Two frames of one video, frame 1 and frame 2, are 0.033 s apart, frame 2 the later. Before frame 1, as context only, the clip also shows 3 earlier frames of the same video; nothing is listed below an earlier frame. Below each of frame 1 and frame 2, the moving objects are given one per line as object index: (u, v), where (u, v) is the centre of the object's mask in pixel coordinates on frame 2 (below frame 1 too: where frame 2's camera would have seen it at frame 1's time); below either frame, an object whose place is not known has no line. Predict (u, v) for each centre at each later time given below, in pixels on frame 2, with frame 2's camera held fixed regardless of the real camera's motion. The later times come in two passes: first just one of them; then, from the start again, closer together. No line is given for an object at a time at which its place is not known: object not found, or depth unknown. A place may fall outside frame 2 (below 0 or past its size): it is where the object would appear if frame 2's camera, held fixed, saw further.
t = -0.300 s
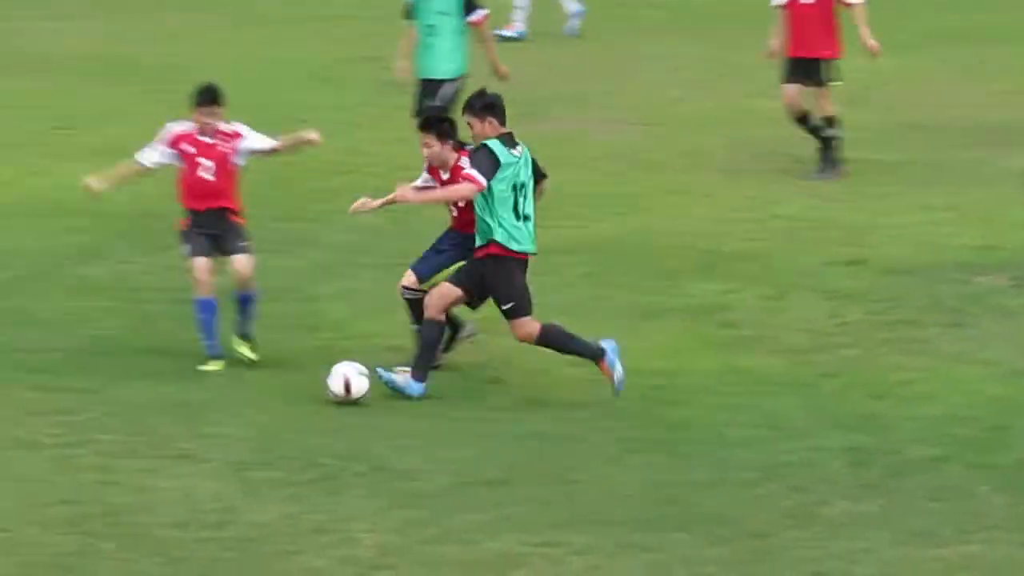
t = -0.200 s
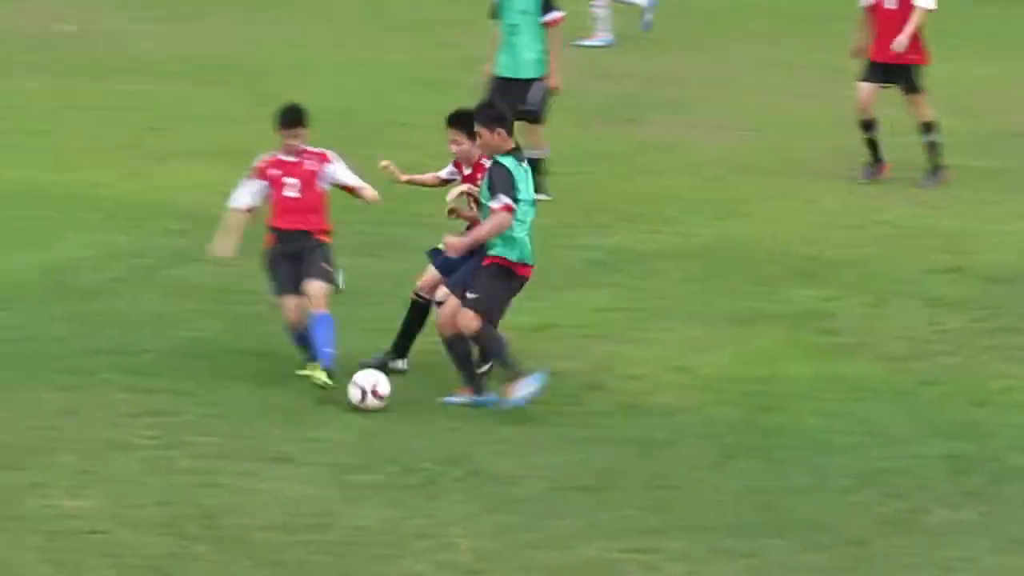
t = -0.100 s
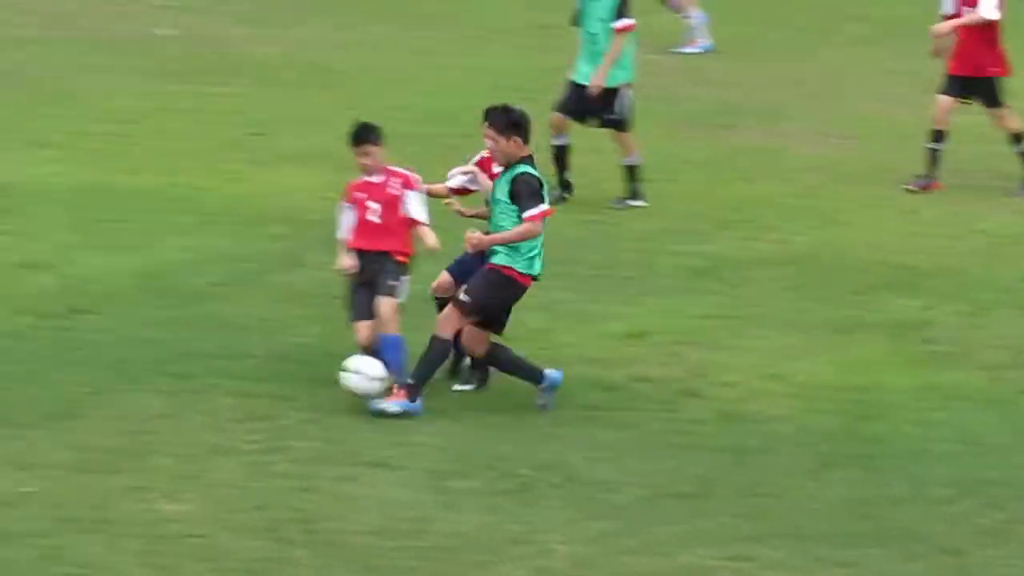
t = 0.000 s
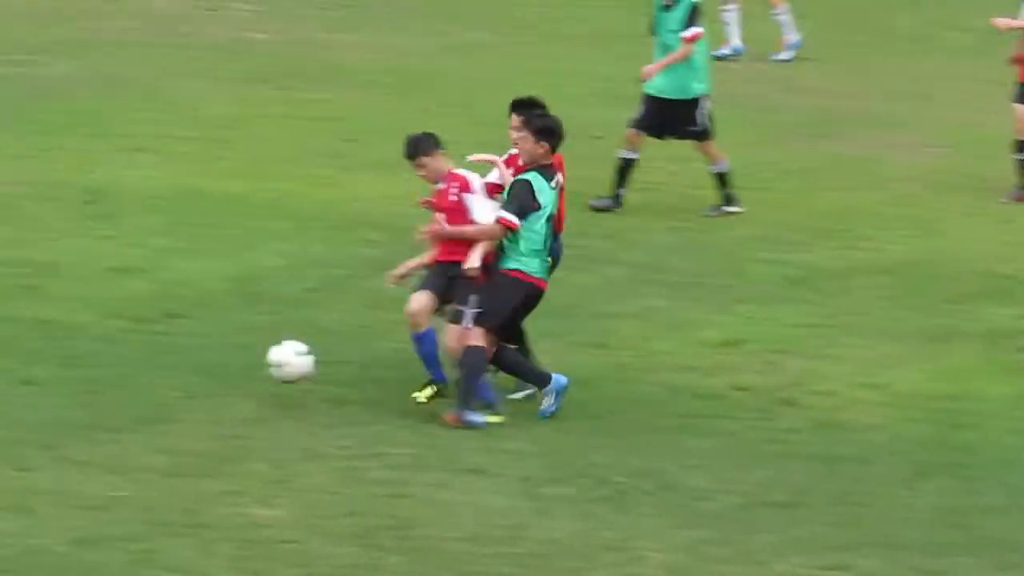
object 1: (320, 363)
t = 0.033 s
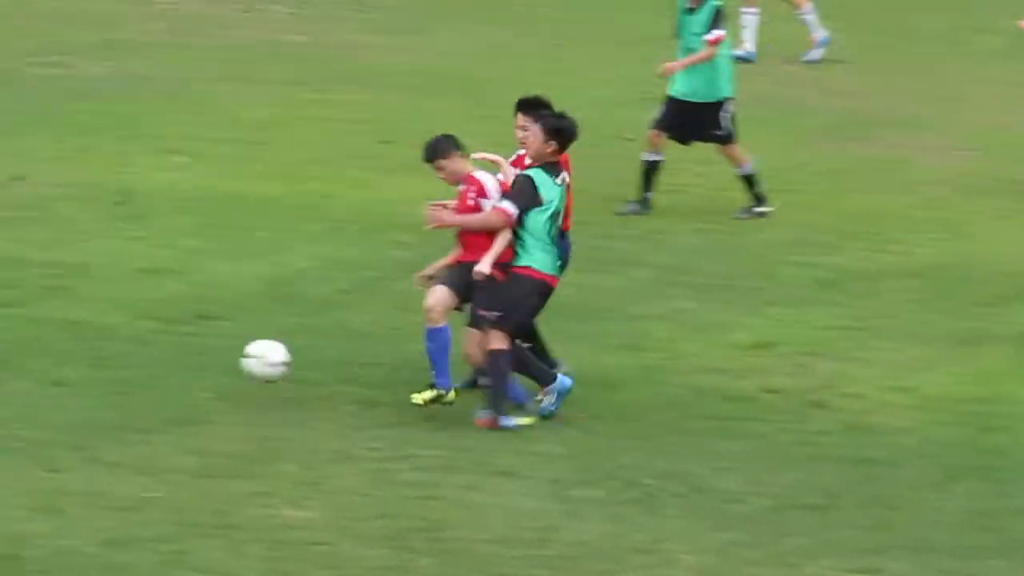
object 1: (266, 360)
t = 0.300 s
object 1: (-136, 351)
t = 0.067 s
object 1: (212, 359)
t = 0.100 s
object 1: (156, 361)
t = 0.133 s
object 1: (105, 364)
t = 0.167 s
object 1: (48, 371)
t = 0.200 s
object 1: (7, 371)
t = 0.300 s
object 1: (-136, 351)
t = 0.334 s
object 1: (-169, 352)
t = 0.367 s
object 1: (-213, 353)
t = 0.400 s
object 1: (-252, 352)
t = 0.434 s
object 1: (-290, 347)
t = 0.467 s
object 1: (-323, 343)
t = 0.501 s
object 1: (-359, 341)
